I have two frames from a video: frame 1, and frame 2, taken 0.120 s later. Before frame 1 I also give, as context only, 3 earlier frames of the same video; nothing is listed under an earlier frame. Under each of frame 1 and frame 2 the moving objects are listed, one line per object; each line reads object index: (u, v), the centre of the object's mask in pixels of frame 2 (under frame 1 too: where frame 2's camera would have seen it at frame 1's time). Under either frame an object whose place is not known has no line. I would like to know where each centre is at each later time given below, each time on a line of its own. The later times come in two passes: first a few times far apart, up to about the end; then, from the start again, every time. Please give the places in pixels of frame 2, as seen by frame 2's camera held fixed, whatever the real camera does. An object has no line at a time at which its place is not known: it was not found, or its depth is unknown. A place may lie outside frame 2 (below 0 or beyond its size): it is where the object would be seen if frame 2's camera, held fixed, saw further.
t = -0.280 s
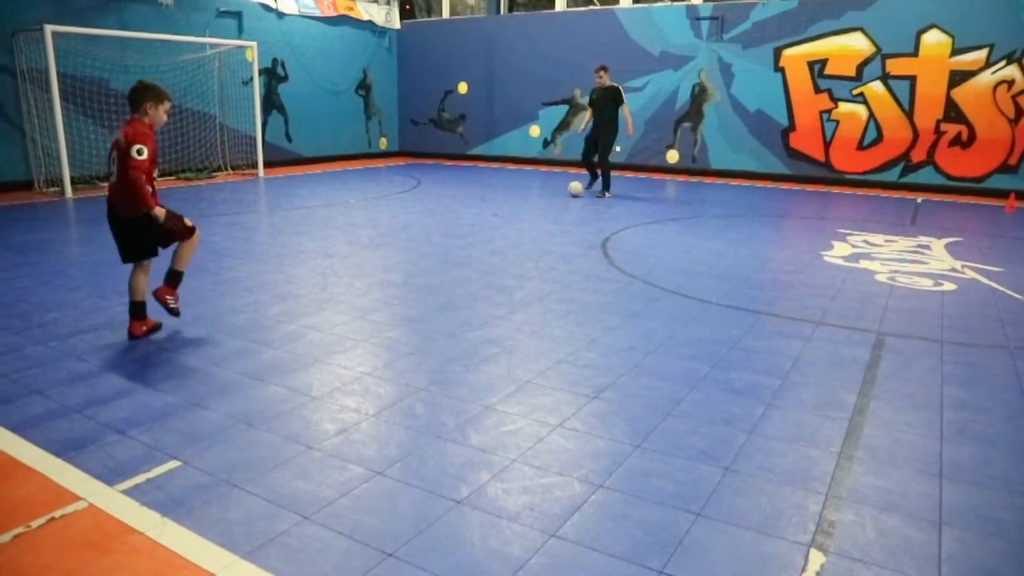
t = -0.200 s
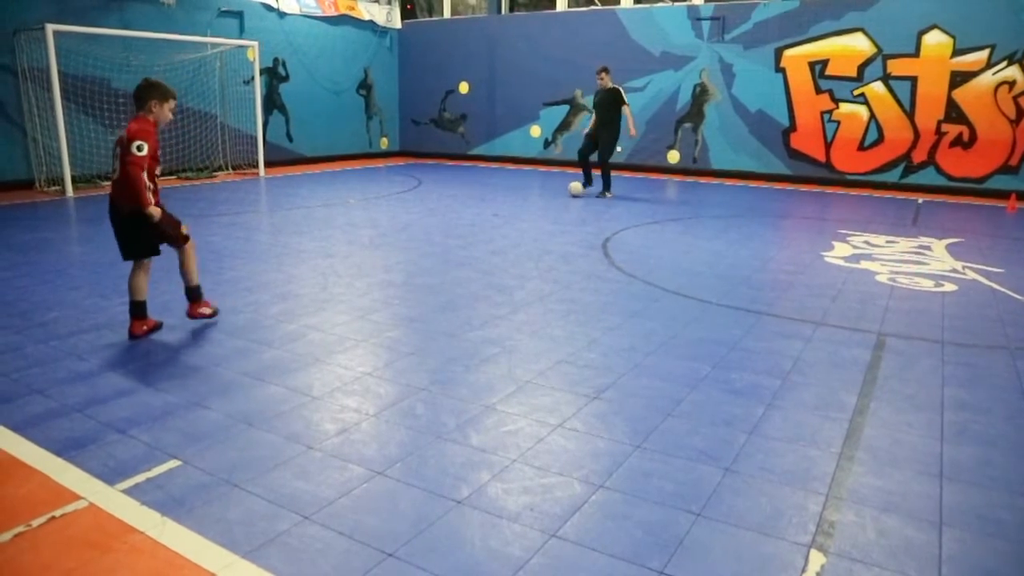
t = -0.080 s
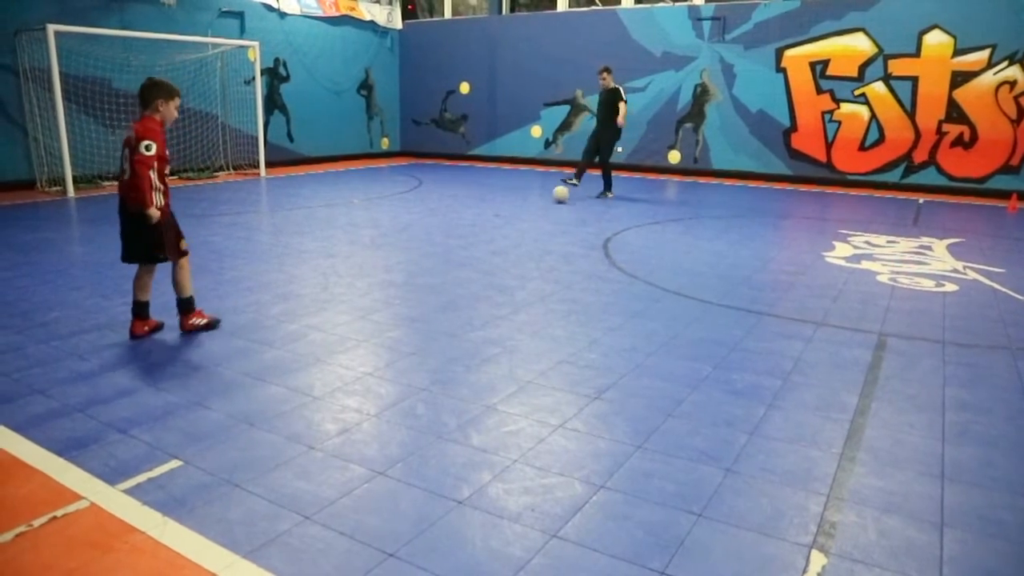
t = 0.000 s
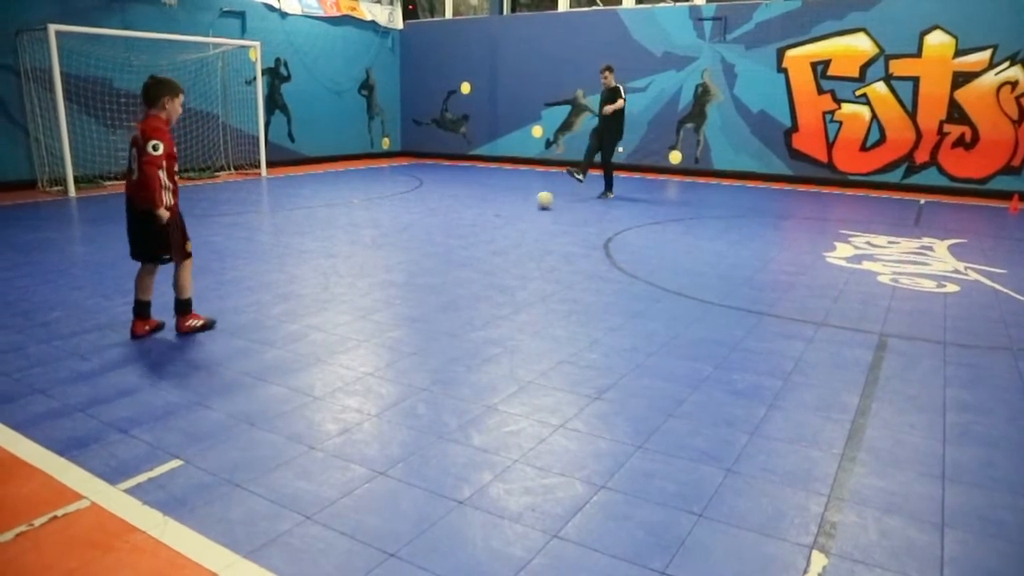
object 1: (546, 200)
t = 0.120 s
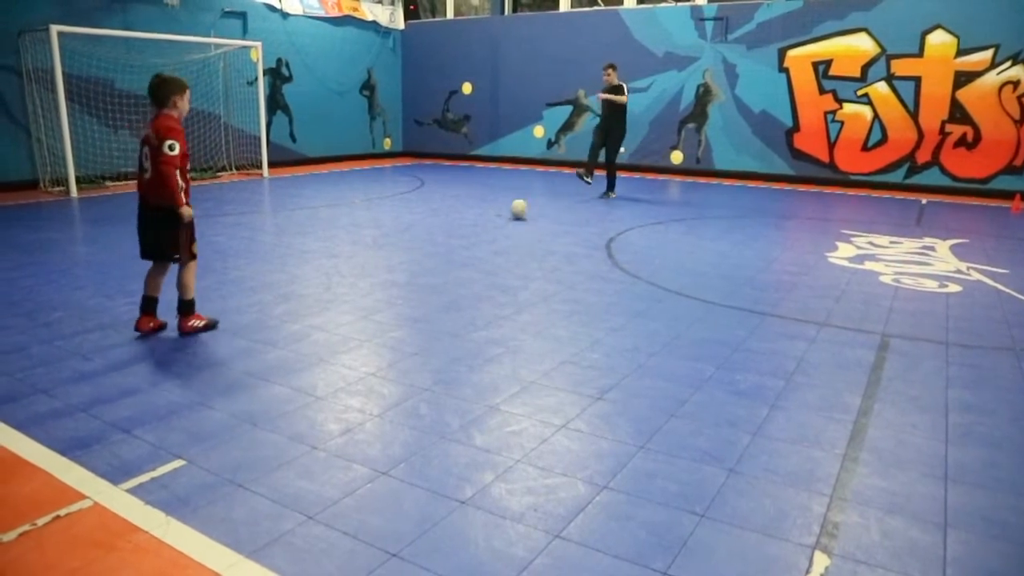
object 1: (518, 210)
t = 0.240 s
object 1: (489, 220)
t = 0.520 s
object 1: (410, 248)
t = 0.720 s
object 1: (335, 274)
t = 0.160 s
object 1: (509, 213)
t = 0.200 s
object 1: (499, 216)
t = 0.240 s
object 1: (489, 220)
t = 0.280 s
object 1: (477, 223)
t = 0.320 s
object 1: (468, 227)
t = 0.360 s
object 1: (456, 231)
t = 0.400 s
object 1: (445, 235)
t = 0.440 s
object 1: (434, 239)
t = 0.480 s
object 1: (422, 244)
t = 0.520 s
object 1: (410, 248)
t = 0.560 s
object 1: (396, 253)
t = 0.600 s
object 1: (383, 258)
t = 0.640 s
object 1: (368, 263)
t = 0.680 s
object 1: (352, 268)
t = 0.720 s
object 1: (335, 274)
